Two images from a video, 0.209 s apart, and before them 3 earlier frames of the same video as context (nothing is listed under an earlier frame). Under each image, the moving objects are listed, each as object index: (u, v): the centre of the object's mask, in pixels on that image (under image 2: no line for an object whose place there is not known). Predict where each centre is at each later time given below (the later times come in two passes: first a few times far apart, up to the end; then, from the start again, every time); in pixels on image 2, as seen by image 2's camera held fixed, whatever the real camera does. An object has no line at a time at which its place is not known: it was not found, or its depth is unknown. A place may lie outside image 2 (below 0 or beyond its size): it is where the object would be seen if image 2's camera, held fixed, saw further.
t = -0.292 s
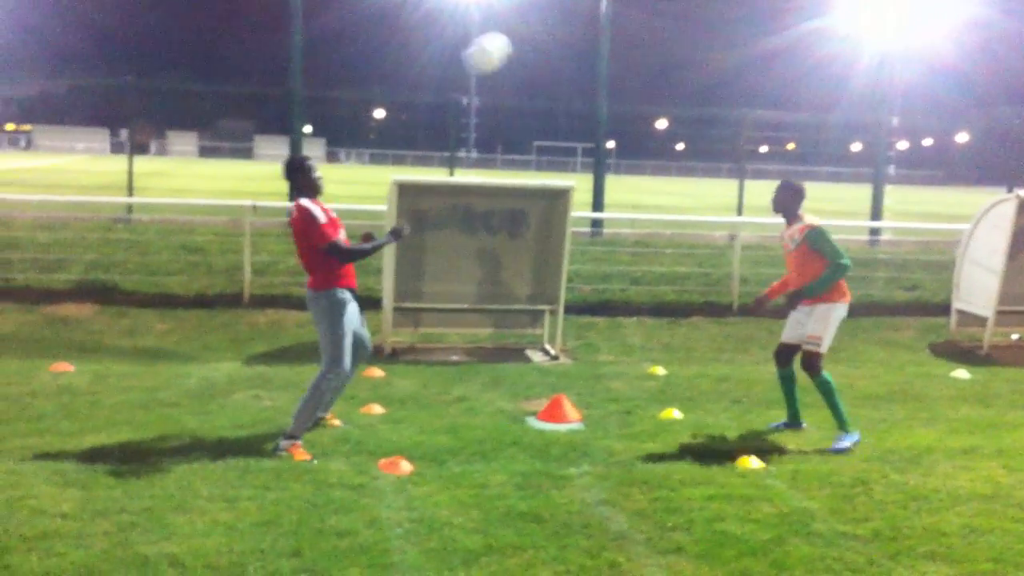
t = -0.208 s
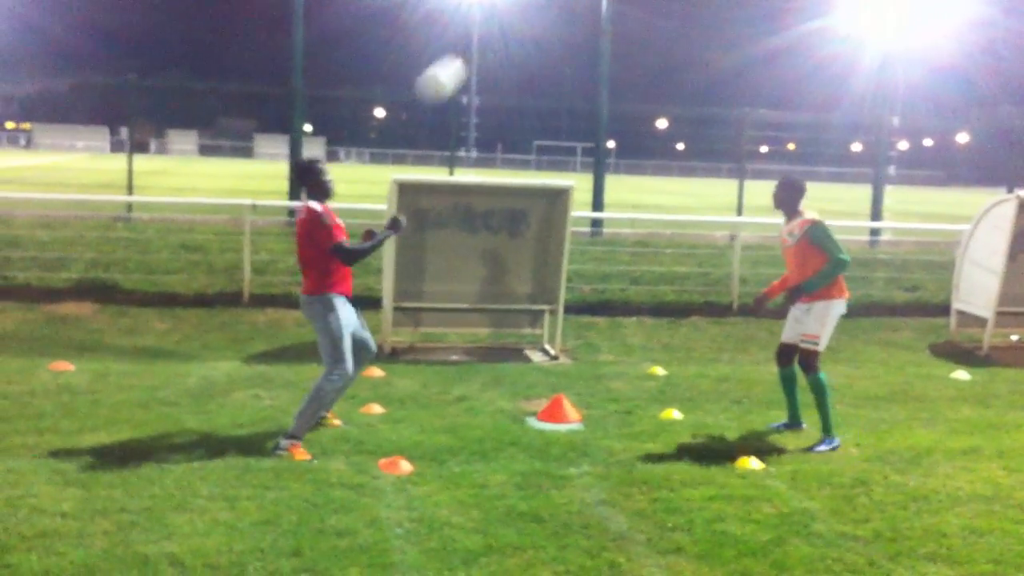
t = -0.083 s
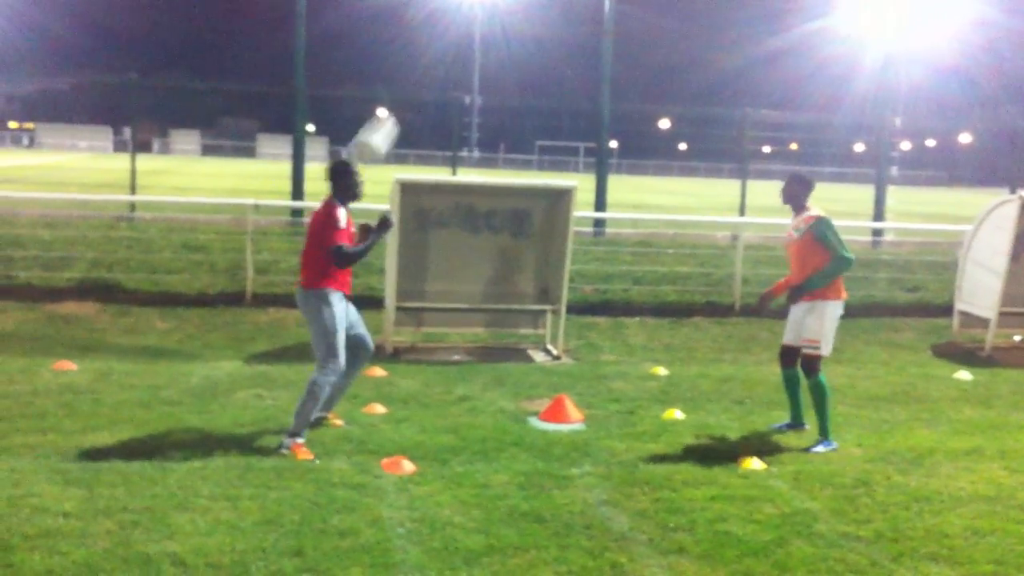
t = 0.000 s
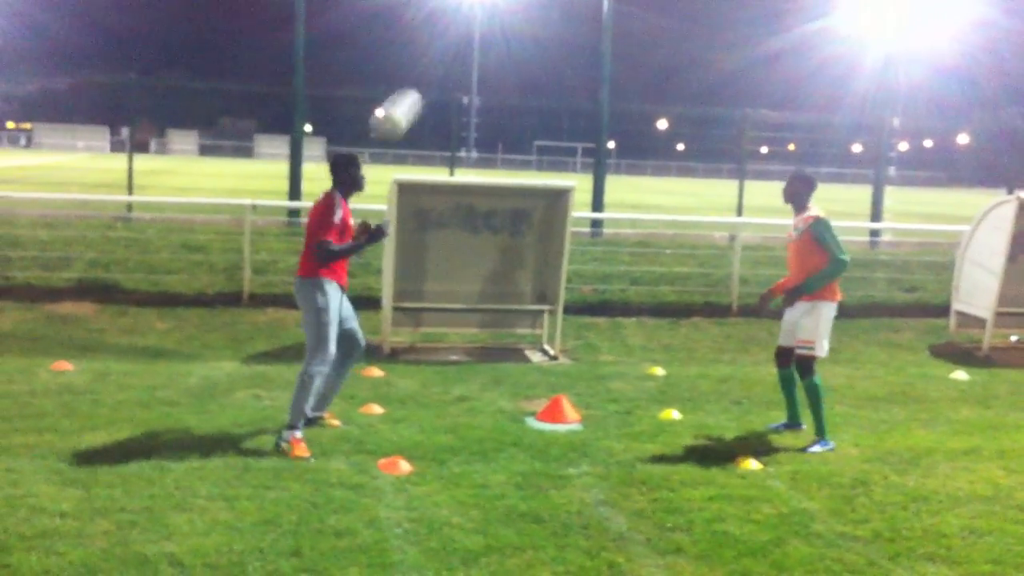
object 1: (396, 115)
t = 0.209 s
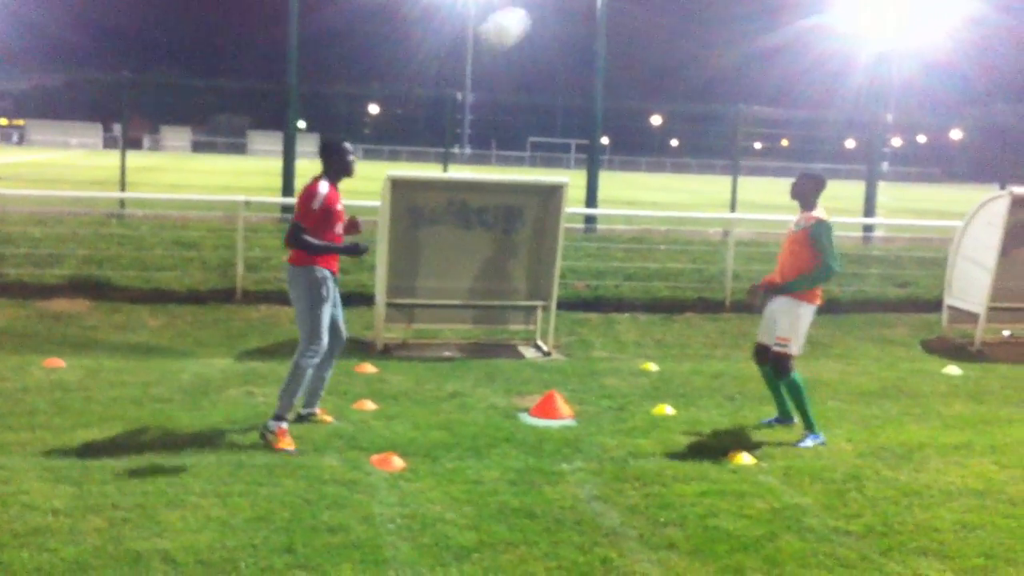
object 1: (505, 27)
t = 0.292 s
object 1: (548, 15)
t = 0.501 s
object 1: (658, 27)
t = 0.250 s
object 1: (527, 19)
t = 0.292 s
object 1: (548, 15)
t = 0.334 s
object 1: (572, 14)
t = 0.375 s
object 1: (596, 14)
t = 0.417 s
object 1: (616, 16)
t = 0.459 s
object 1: (637, 21)
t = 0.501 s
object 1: (658, 27)
